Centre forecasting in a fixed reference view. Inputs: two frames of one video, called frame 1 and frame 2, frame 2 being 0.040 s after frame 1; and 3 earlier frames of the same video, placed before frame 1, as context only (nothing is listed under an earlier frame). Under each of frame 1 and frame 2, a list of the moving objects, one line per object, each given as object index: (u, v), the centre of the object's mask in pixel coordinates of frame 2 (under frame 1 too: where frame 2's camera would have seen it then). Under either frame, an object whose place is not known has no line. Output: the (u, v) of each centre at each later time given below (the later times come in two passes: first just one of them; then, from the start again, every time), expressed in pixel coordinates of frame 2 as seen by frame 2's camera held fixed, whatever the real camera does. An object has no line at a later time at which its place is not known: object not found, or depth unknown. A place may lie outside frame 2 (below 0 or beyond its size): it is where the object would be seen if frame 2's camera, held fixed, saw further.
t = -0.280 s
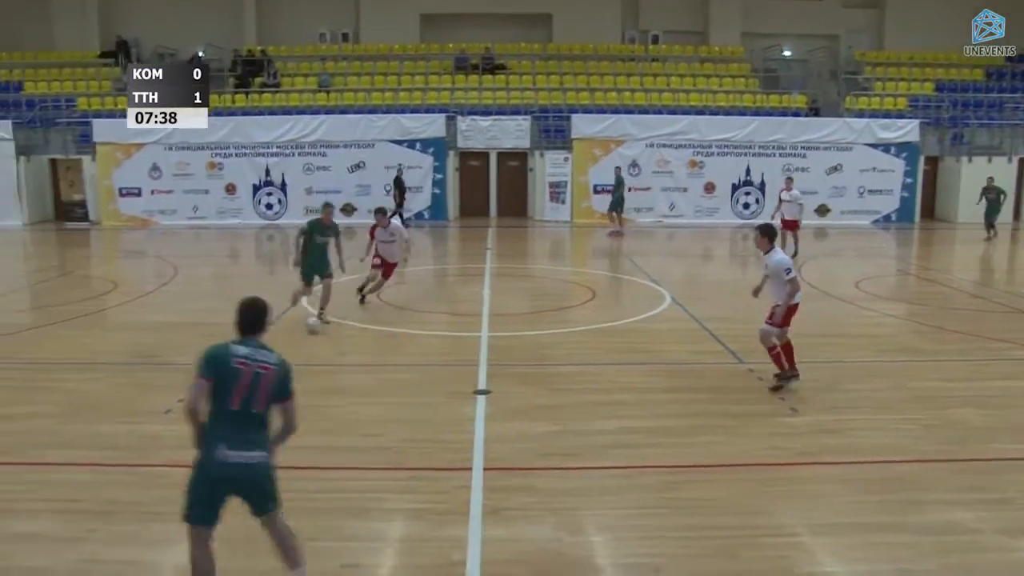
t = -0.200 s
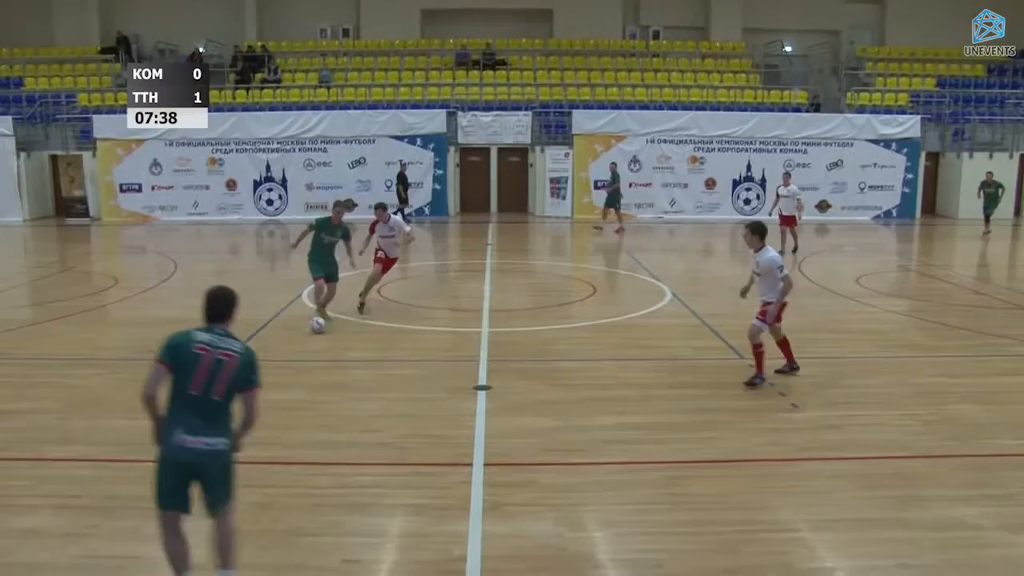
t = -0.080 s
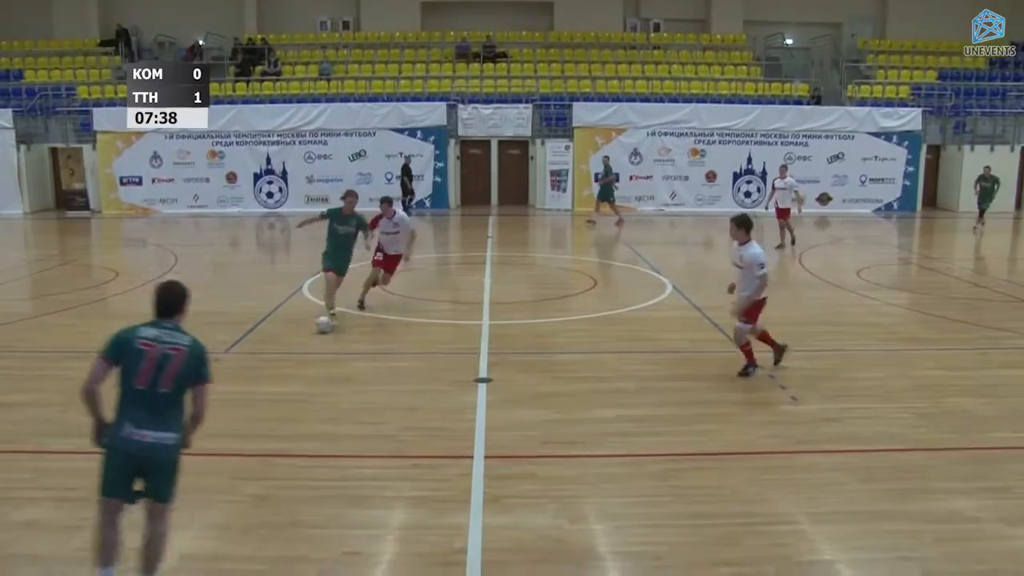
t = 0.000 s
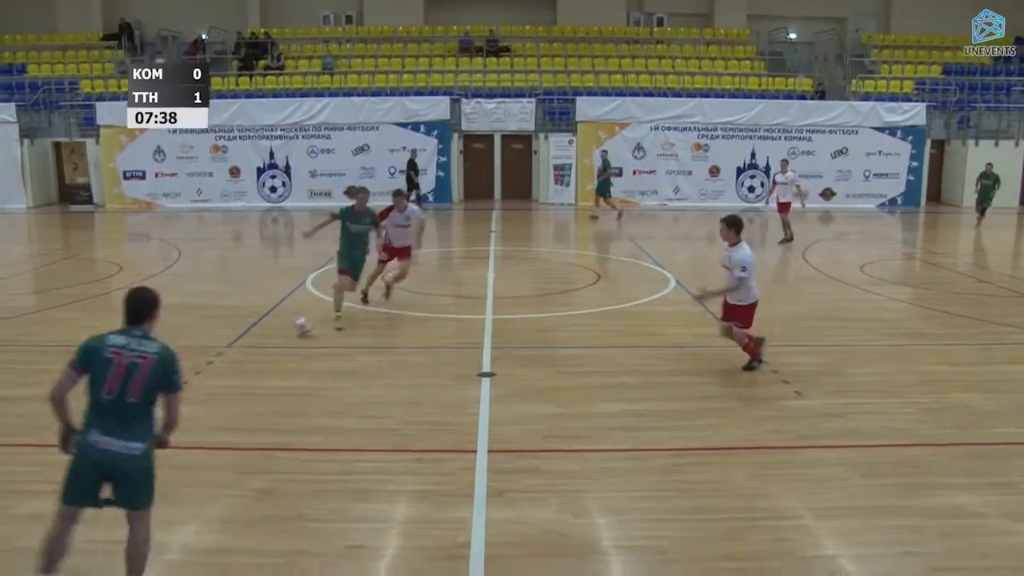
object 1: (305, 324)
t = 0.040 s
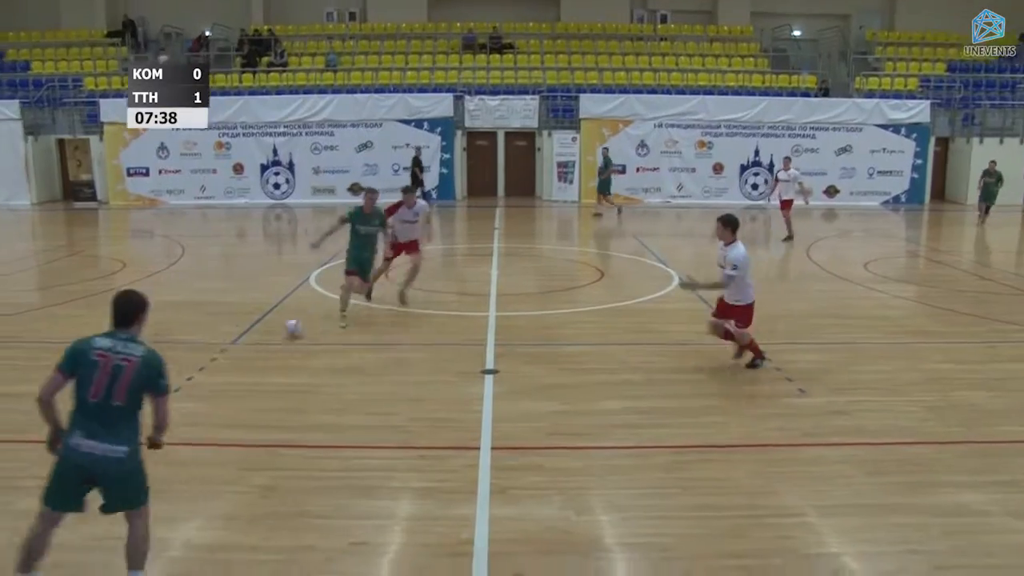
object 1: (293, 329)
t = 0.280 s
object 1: (220, 359)
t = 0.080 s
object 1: (282, 335)
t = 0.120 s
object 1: (269, 339)
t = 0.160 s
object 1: (256, 344)
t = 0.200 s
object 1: (245, 349)
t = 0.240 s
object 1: (232, 353)
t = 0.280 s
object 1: (220, 359)
